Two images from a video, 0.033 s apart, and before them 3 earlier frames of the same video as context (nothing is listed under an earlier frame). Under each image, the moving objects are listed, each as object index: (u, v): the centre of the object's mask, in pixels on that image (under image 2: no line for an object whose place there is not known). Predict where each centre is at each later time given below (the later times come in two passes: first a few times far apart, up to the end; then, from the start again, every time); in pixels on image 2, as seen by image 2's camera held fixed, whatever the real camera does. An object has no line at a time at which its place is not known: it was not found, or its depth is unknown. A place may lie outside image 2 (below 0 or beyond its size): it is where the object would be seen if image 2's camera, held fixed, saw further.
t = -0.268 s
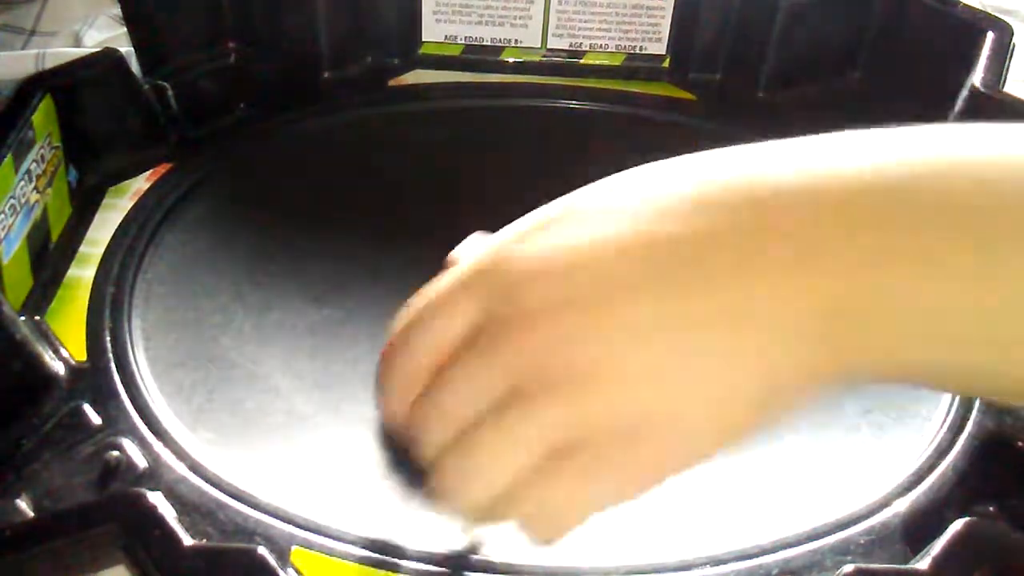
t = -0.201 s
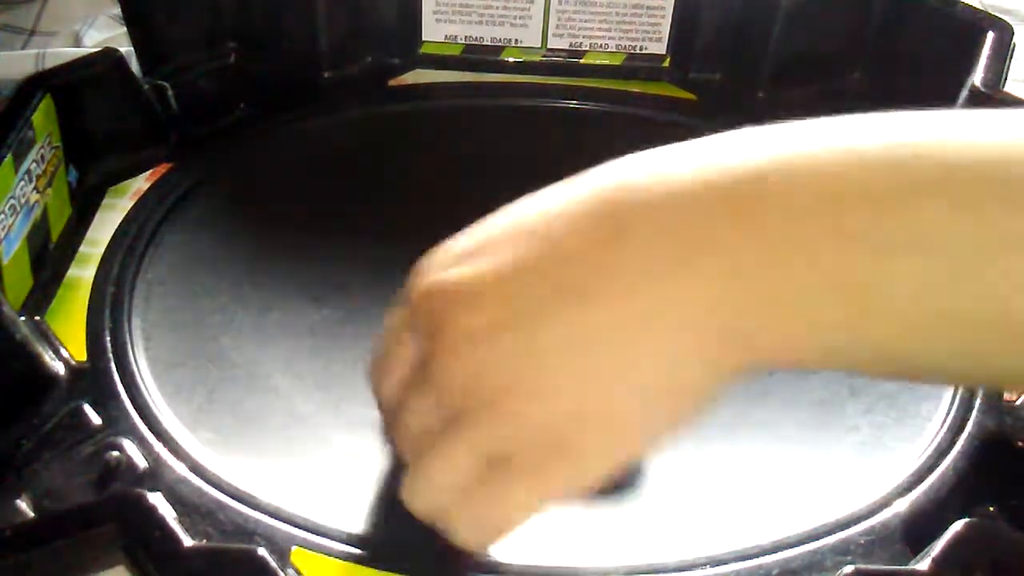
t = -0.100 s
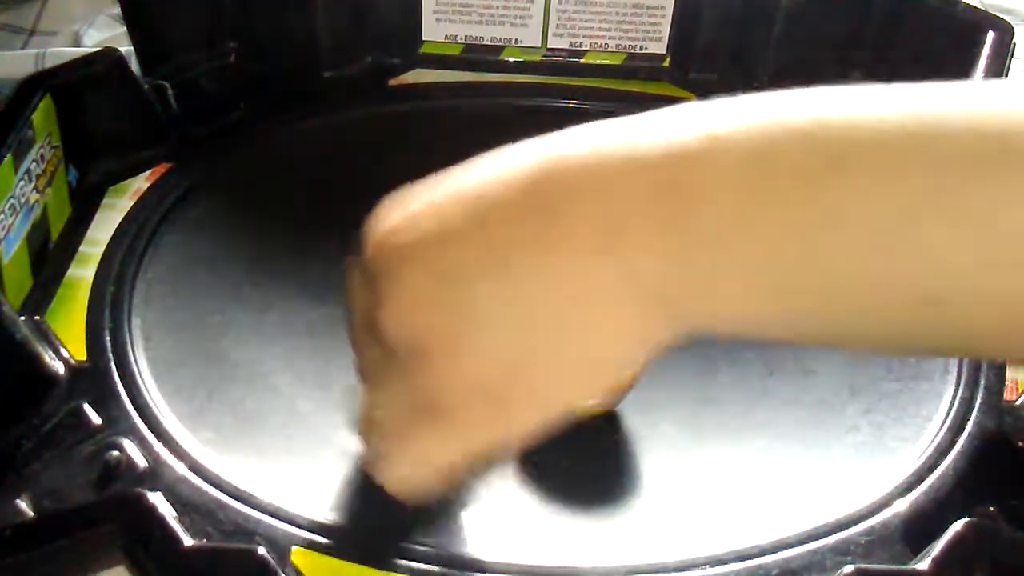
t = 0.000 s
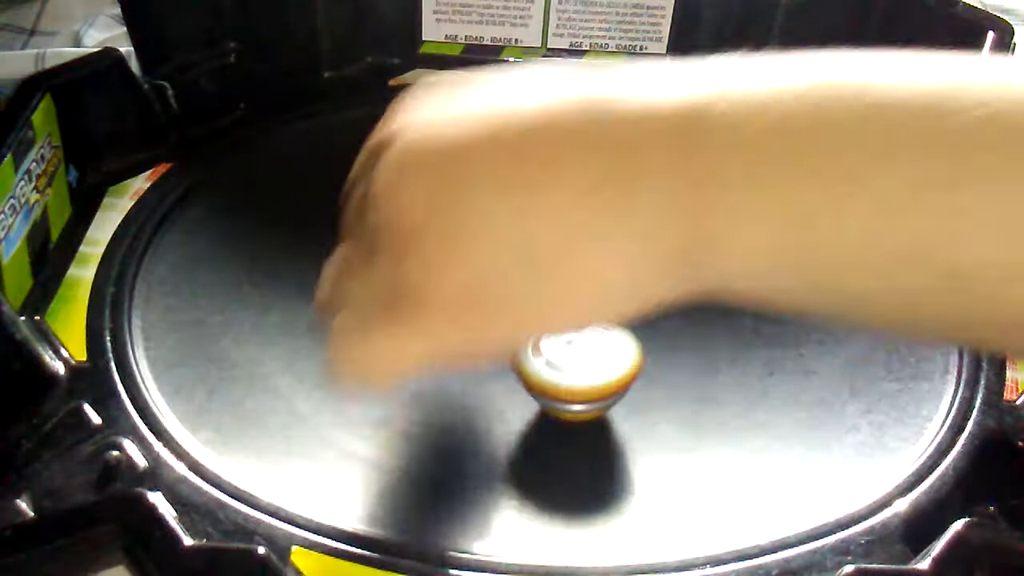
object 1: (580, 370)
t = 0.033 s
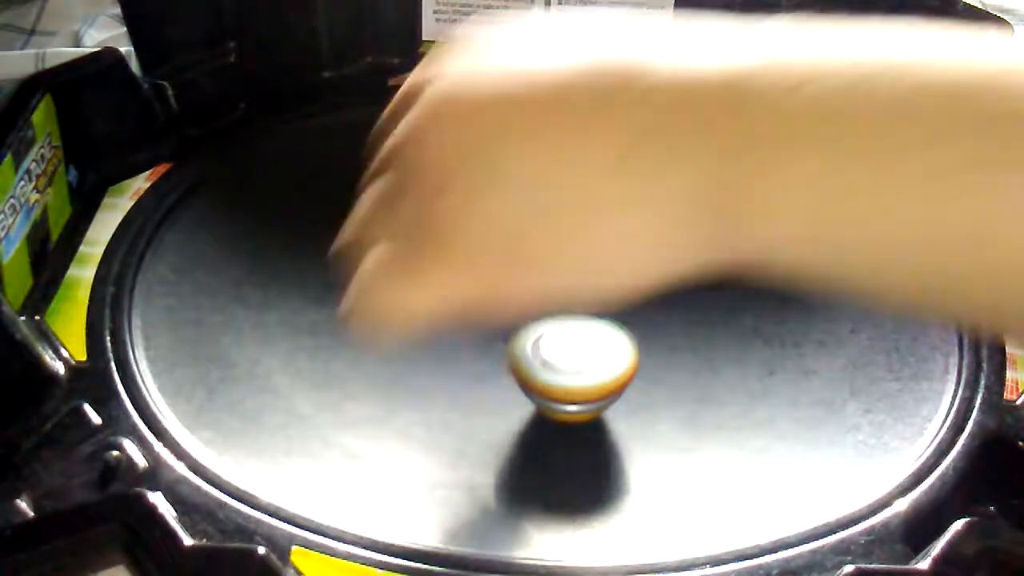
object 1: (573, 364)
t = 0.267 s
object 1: (534, 350)
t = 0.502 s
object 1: (503, 308)
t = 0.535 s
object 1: (501, 301)
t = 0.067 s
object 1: (568, 364)
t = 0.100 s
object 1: (563, 364)
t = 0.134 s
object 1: (557, 363)
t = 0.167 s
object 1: (552, 361)
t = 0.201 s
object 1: (546, 358)
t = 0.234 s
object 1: (540, 354)
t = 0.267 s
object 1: (534, 350)
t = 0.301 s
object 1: (530, 346)
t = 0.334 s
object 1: (524, 341)
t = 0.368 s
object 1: (520, 335)
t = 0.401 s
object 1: (515, 328)
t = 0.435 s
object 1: (511, 321)
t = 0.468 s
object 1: (507, 315)
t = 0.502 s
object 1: (503, 308)
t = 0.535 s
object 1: (501, 301)
